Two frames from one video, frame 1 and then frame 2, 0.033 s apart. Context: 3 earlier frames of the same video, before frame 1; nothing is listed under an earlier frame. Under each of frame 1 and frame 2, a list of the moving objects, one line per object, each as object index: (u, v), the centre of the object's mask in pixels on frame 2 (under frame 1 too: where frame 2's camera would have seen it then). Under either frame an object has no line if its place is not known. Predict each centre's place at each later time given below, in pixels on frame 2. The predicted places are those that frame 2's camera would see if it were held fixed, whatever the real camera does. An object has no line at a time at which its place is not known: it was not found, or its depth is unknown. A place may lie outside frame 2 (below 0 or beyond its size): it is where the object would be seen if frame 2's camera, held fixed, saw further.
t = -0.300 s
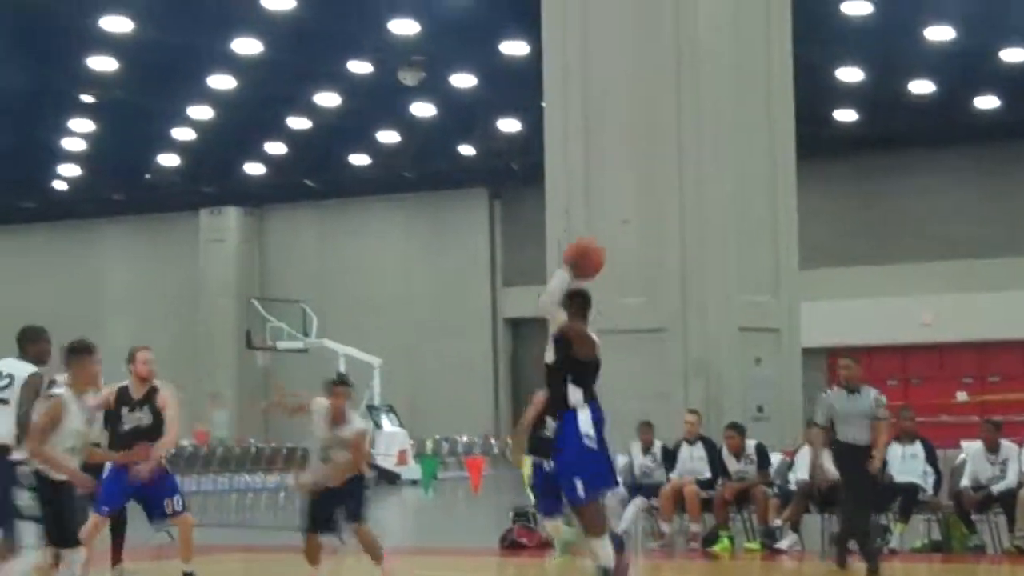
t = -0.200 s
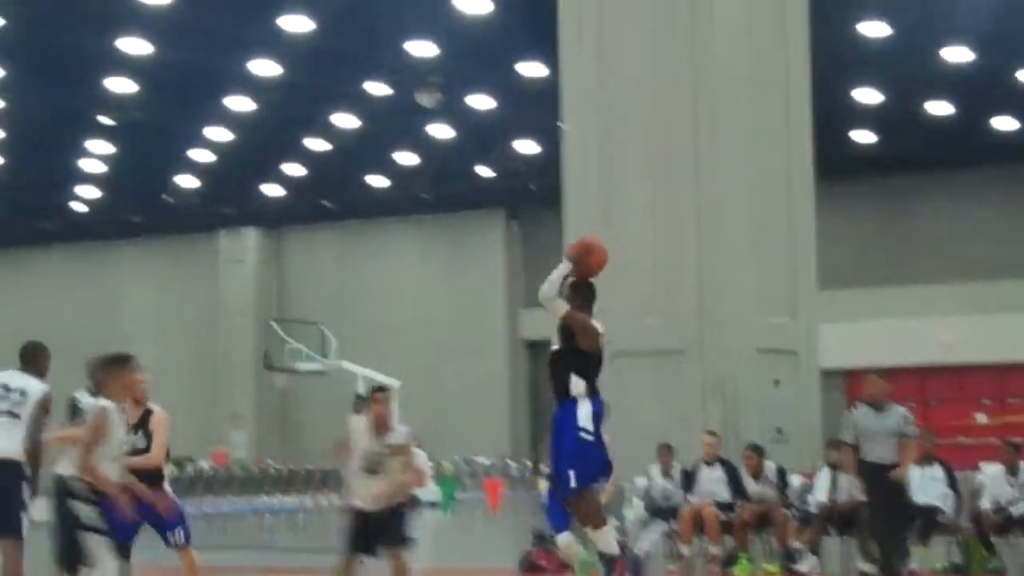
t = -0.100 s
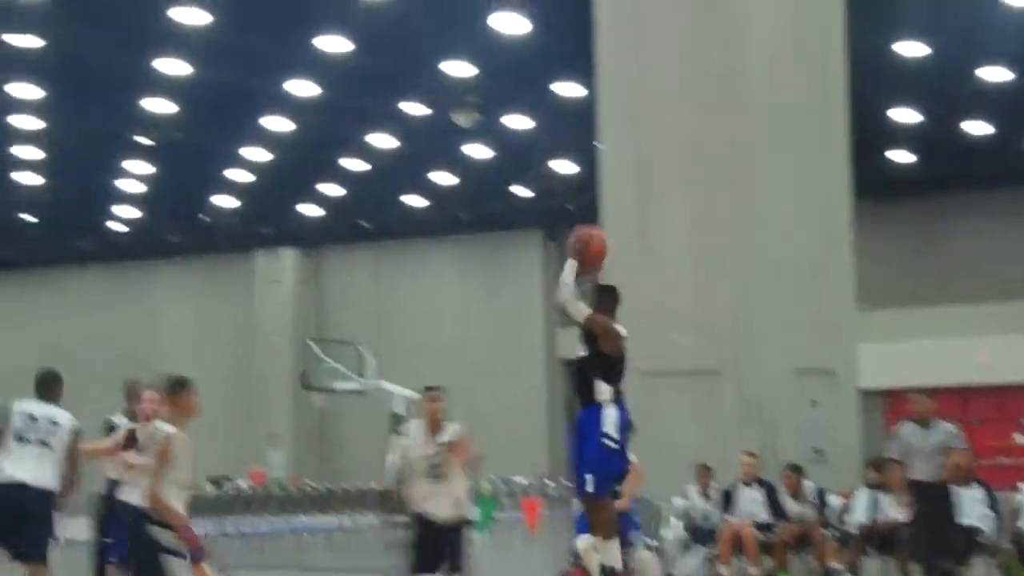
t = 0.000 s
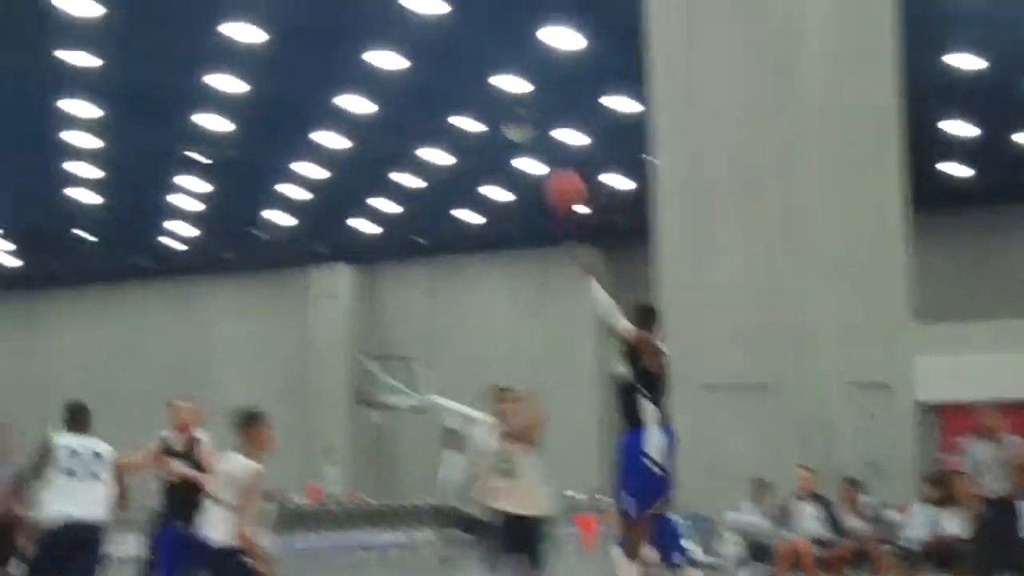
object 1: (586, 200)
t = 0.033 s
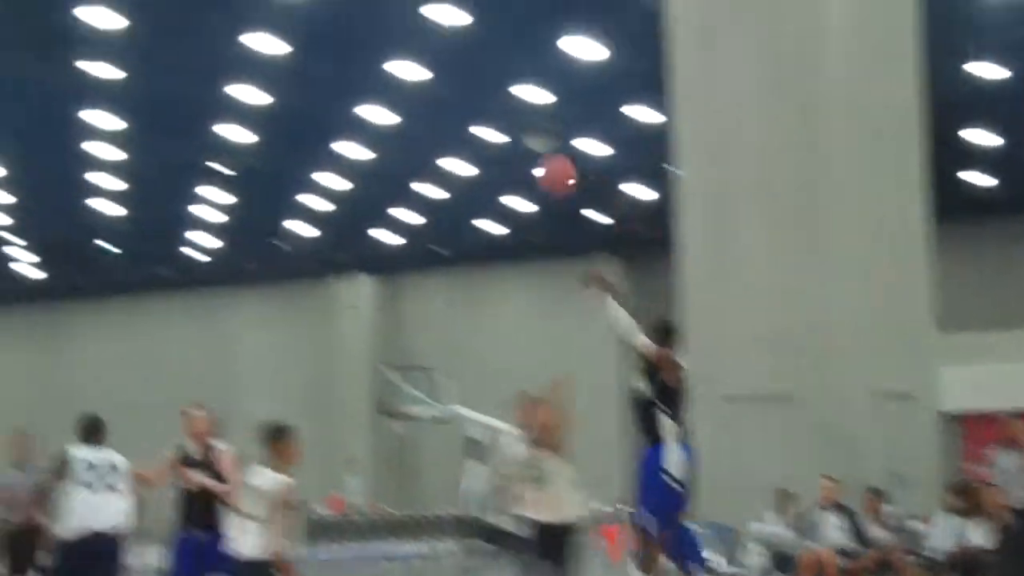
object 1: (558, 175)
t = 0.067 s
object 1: (525, 154)
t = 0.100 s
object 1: (497, 134)
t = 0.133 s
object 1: (463, 112)
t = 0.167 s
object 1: (435, 96)
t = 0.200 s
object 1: (408, 82)
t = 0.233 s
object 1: (381, 68)
